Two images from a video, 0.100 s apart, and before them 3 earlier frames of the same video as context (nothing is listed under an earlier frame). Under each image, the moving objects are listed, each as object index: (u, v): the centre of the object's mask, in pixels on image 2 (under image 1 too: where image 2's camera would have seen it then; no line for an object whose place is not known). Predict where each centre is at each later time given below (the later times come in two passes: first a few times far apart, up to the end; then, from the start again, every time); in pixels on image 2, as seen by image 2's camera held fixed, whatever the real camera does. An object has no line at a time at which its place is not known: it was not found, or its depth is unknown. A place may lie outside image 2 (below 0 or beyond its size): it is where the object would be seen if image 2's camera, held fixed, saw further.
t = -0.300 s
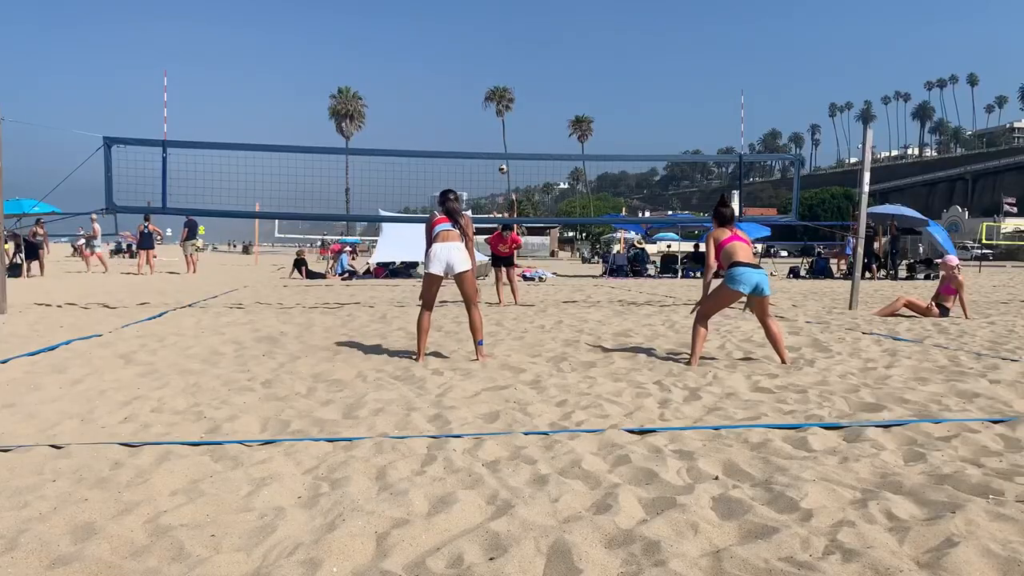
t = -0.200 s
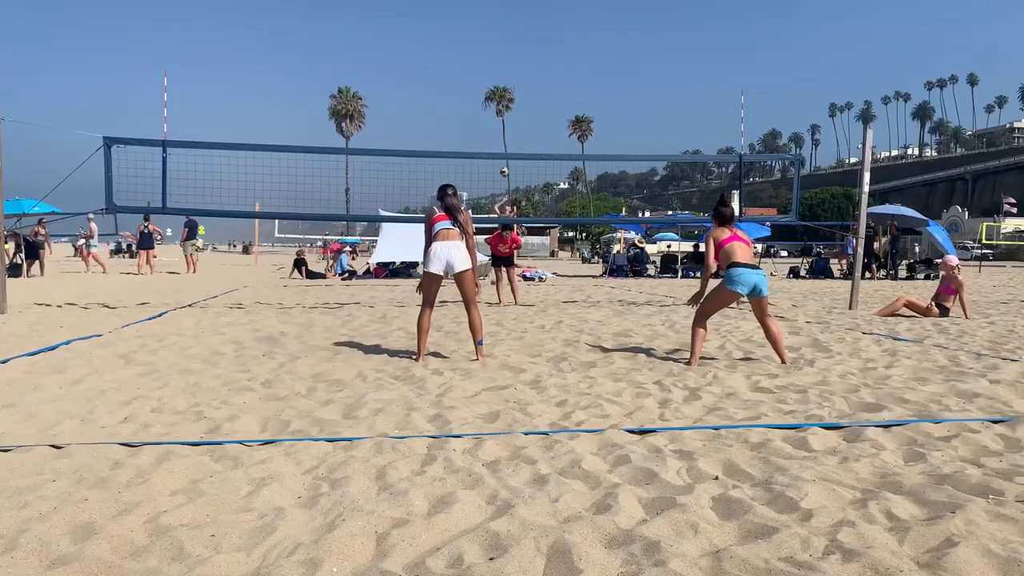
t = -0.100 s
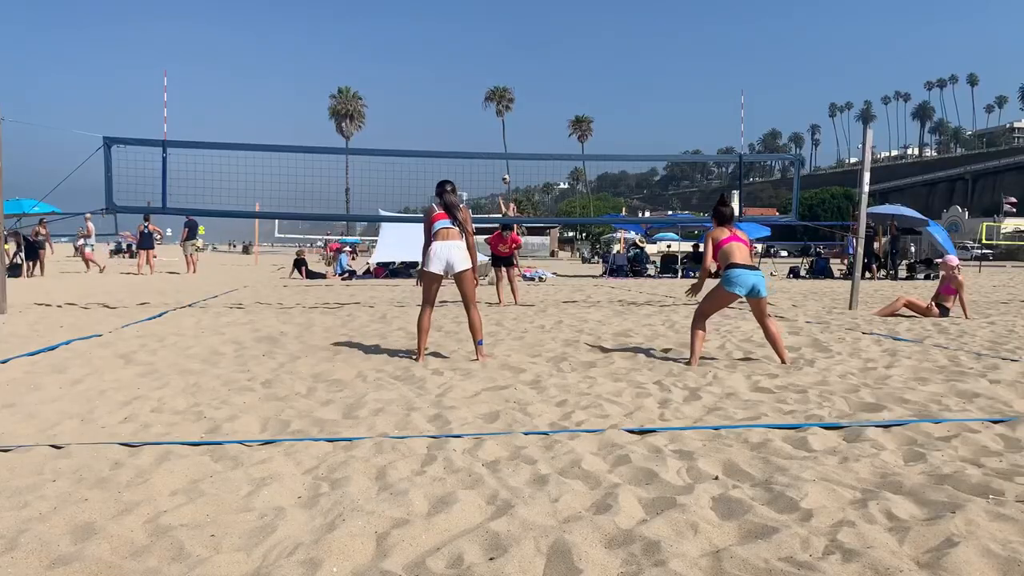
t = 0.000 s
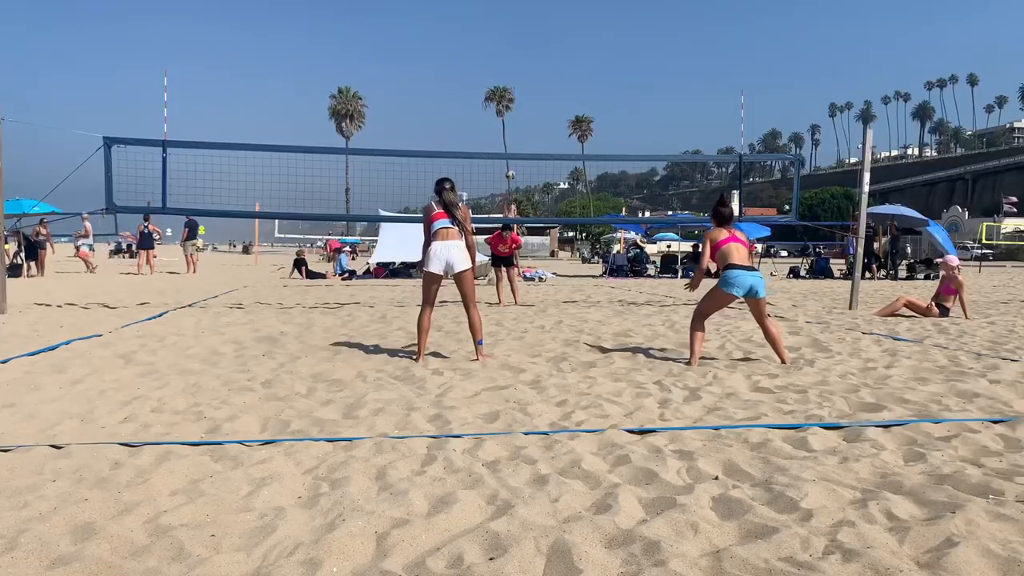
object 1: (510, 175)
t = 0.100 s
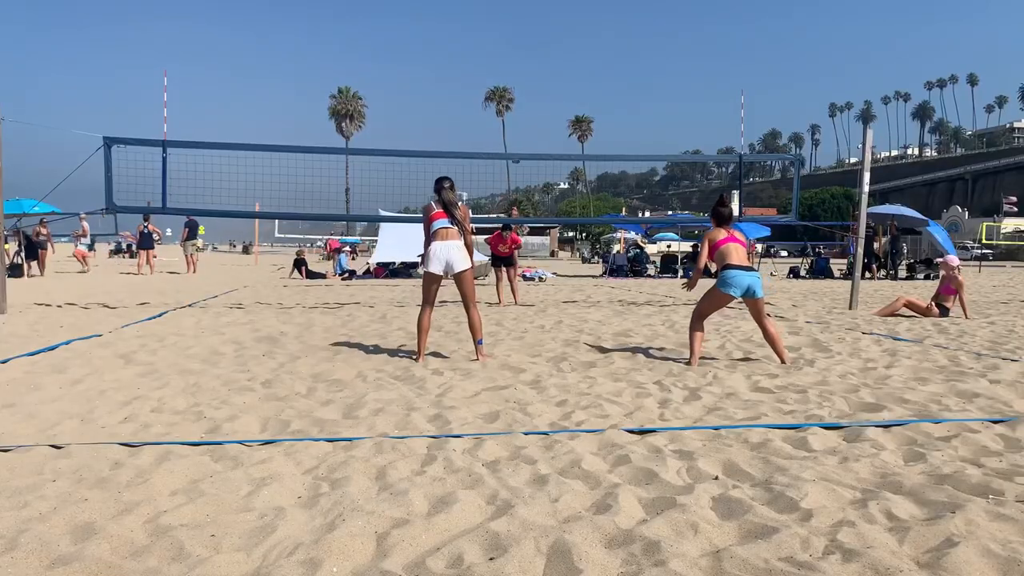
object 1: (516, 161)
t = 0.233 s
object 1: (525, 140)
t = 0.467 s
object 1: (552, 126)
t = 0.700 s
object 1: (601, 154)
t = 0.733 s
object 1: (610, 164)
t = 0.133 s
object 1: (518, 150)
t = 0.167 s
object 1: (520, 147)
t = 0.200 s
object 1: (522, 144)
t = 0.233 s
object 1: (525, 140)
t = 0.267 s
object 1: (528, 136)
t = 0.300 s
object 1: (531, 133)
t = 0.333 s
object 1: (535, 130)
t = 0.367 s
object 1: (538, 128)
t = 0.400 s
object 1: (542, 126)
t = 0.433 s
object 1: (546, 126)
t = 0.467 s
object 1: (552, 126)
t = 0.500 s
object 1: (557, 126)
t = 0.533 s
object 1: (563, 128)
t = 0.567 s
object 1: (570, 130)
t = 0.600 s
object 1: (577, 134)
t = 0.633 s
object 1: (585, 139)
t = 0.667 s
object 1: (593, 145)
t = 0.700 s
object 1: (601, 154)
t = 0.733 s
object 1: (610, 164)
